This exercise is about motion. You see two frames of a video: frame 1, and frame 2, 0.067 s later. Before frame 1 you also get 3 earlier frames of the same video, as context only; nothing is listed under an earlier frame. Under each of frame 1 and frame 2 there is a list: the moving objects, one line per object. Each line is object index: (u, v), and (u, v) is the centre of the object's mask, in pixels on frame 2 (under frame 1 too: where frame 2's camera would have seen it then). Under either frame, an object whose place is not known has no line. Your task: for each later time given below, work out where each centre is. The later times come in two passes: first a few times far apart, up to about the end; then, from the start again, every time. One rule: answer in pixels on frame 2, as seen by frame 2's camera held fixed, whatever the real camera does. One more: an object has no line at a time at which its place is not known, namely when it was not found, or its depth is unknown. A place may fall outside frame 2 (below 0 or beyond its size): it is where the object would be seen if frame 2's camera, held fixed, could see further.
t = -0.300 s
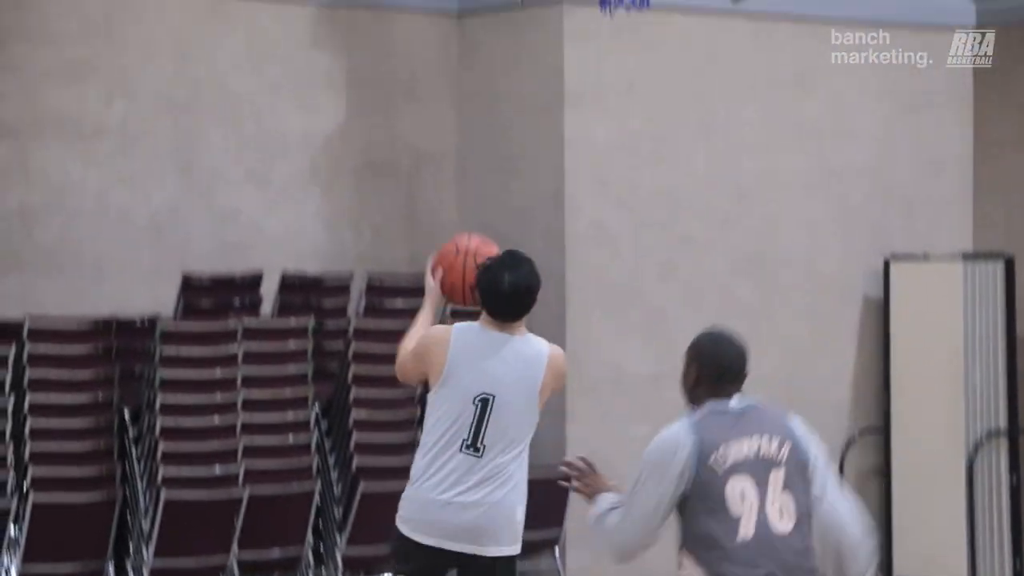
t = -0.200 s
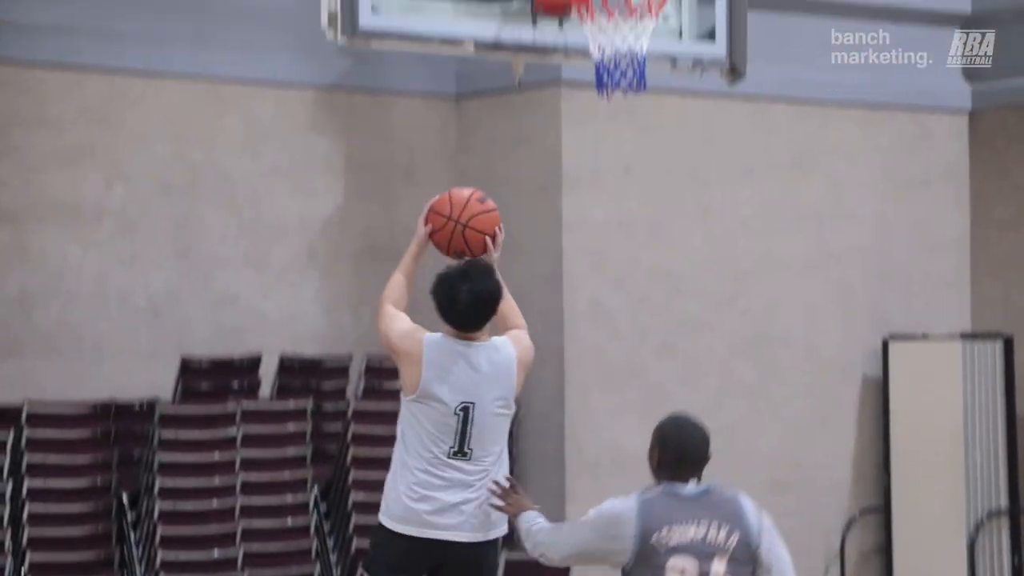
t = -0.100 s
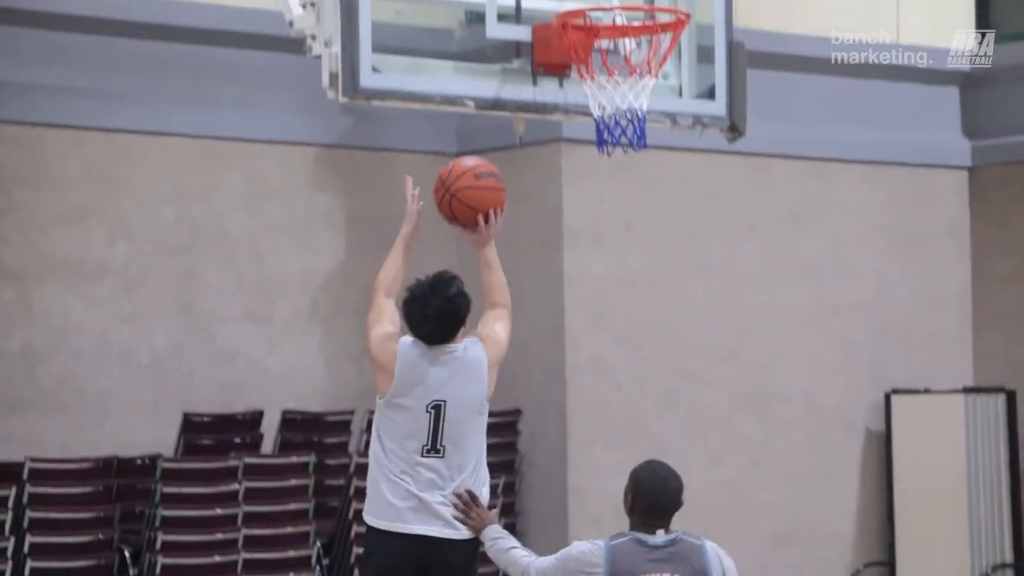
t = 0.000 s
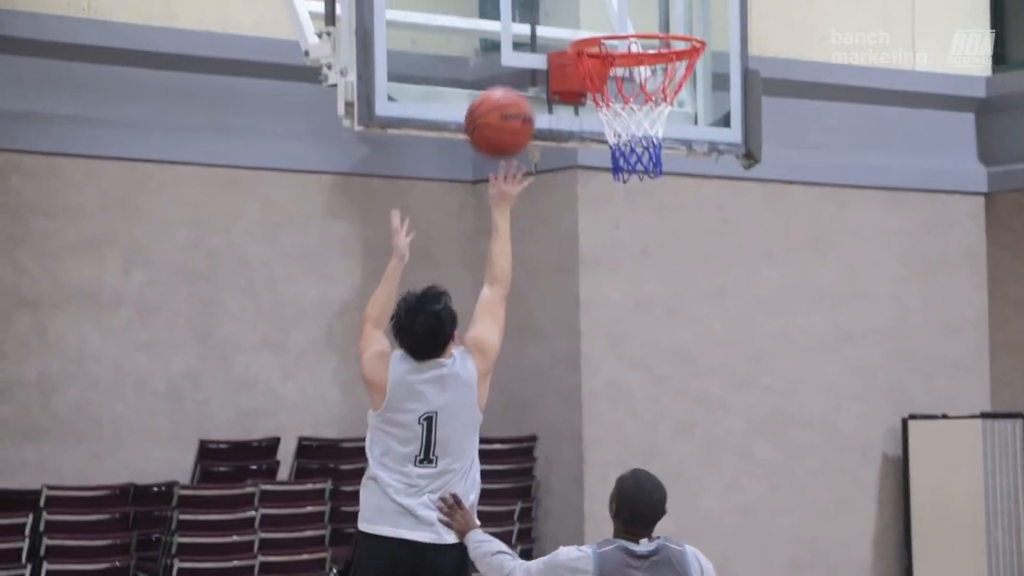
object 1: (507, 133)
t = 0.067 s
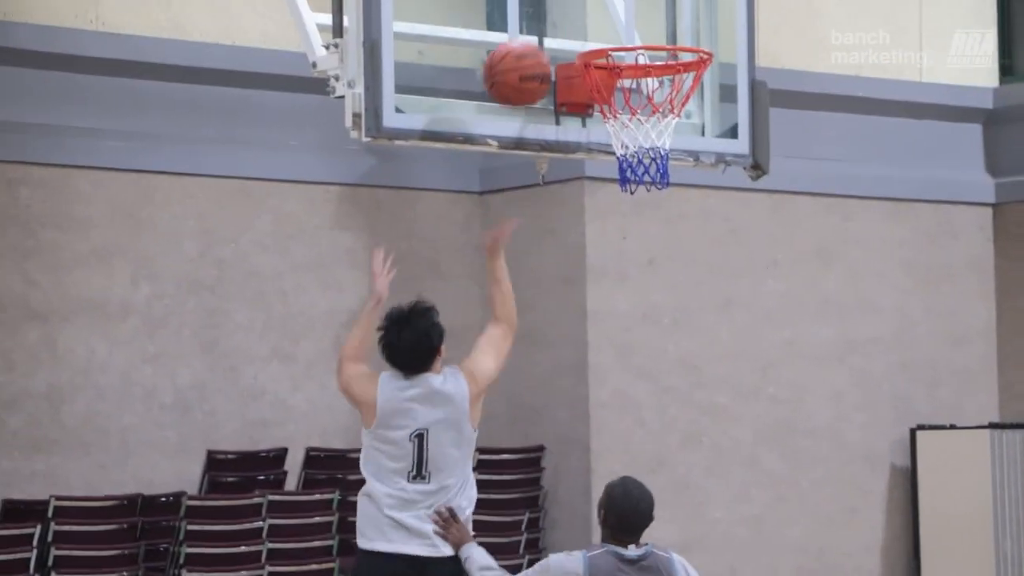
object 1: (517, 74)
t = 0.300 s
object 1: (590, -9)
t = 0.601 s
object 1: (671, 8)
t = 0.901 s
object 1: (630, 102)
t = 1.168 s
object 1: (671, 312)
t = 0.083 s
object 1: (521, 60)
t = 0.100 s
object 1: (523, 48)
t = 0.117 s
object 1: (526, 36)
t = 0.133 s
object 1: (529, 26)
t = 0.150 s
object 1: (531, 19)
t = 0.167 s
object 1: (534, 13)
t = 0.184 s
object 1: (537, 9)
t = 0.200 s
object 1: (540, 5)
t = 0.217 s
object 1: (547, 2)
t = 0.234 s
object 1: (555, 0)
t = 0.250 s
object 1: (564, -3)
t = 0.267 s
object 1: (573, -5)
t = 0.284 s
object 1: (582, -7)
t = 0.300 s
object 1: (590, -9)
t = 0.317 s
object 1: (600, -10)
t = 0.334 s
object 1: (609, -11)
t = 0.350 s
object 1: (618, -11)
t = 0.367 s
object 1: (627, -11)
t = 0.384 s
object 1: (637, -10)
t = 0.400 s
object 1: (647, -8)
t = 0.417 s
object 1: (656, -5)
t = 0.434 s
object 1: (664, 2)
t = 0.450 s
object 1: (673, 8)
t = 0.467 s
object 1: (683, 13)
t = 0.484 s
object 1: (693, 19)
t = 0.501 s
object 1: (694, 21)
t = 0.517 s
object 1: (690, 17)
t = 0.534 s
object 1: (686, 14)
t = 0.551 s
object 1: (682, 12)
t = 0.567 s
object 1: (679, 9)
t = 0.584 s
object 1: (675, 8)
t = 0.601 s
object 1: (671, 8)
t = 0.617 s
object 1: (667, 9)
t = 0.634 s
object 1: (662, 11)
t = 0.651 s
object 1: (658, 13)
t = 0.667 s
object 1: (654, 14)
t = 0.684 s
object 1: (649, 16)
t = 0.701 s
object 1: (646, 17)
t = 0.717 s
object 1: (641, 21)
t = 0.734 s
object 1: (637, 20)
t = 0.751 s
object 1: (633, 30)
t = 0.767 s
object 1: (630, 36)
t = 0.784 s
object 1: (626, 45)
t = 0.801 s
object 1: (622, 55)
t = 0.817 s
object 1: (621, 63)
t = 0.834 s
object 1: (622, 75)
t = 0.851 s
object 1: (624, 79)
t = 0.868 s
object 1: (625, 84)
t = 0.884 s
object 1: (625, 92)
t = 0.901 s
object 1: (630, 102)
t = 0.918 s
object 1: (631, 115)
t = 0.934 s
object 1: (634, 125)
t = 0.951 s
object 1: (638, 132)
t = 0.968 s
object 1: (639, 147)
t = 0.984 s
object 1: (643, 159)
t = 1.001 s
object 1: (646, 169)
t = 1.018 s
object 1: (648, 178)
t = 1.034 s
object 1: (652, 191)
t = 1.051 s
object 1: (656, 204)
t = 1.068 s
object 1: (659, 215)
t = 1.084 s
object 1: (661, 229)
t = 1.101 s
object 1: (664, 243)
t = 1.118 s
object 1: (666, 259)
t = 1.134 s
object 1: (668, 276)
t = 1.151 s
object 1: (669, 293)
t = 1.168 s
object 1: (671, 312)
